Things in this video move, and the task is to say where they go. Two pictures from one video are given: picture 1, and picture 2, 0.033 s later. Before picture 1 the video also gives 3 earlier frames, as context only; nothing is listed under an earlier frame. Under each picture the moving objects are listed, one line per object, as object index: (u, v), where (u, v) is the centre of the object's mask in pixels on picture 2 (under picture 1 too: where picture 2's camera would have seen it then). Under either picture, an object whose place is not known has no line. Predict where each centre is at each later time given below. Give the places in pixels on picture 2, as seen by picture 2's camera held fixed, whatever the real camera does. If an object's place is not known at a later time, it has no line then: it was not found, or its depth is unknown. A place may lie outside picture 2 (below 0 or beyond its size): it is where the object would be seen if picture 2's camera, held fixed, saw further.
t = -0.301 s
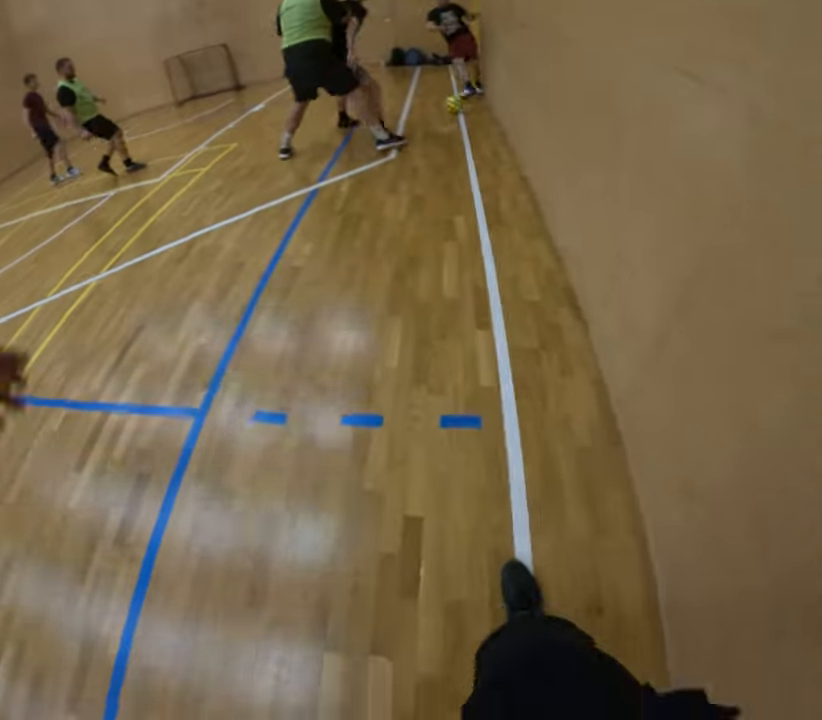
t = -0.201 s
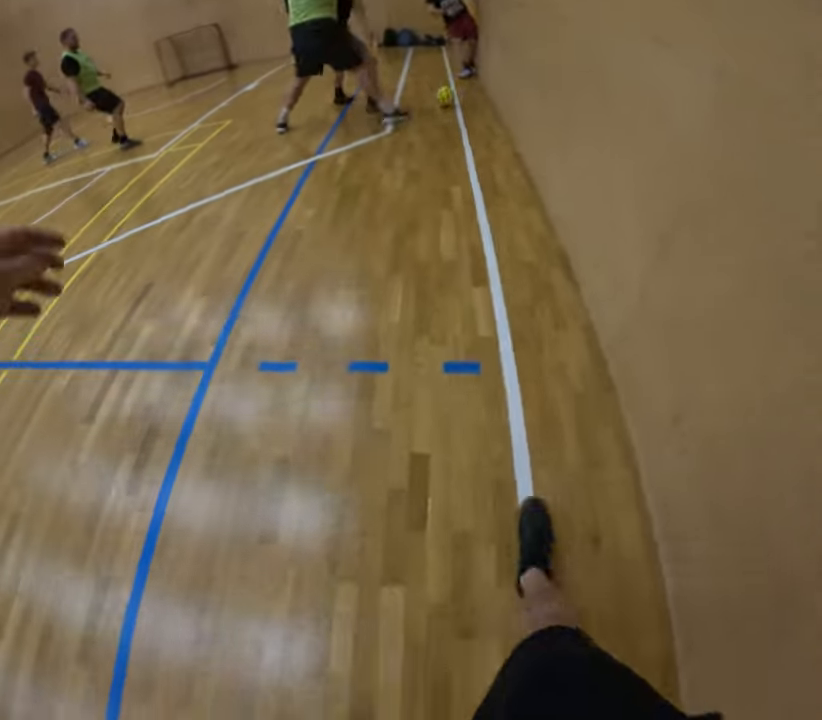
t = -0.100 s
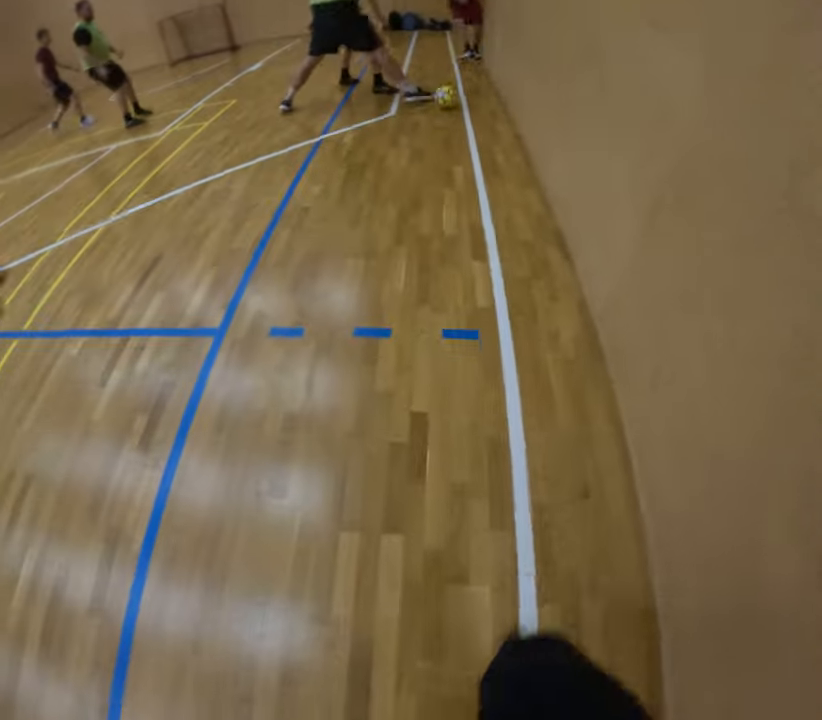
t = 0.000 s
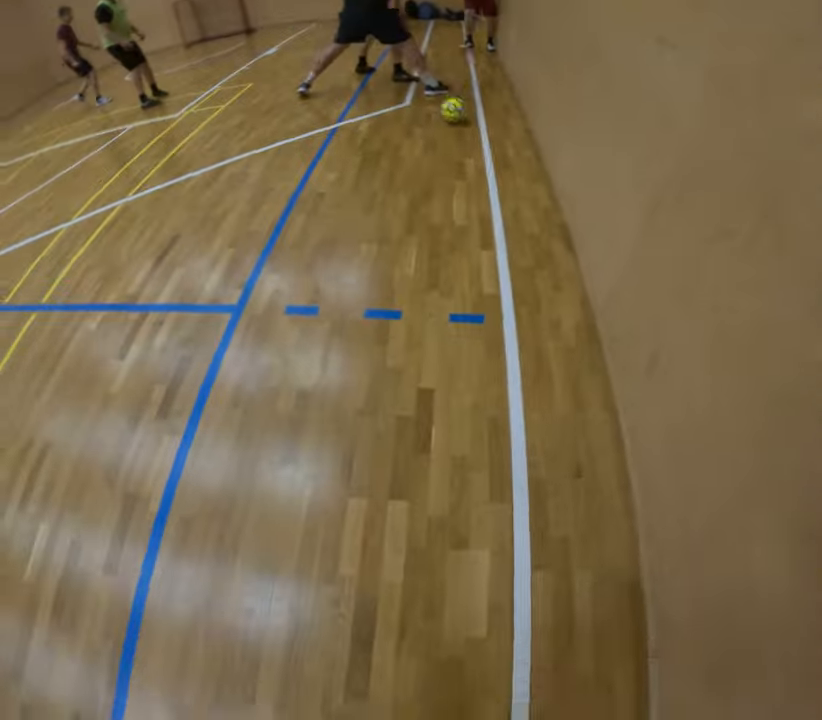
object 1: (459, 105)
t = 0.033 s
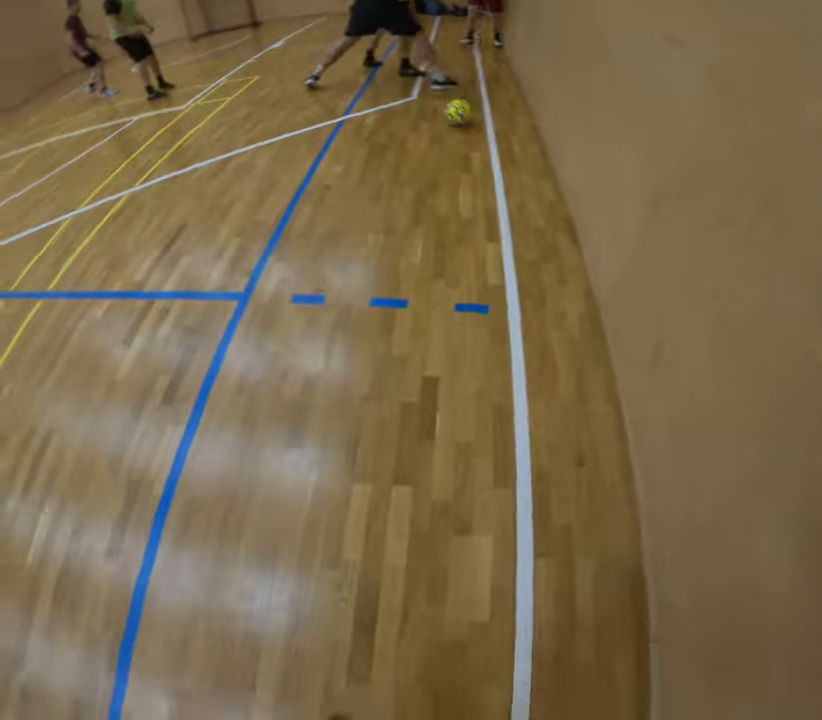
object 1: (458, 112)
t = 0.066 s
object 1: (456, 122)
